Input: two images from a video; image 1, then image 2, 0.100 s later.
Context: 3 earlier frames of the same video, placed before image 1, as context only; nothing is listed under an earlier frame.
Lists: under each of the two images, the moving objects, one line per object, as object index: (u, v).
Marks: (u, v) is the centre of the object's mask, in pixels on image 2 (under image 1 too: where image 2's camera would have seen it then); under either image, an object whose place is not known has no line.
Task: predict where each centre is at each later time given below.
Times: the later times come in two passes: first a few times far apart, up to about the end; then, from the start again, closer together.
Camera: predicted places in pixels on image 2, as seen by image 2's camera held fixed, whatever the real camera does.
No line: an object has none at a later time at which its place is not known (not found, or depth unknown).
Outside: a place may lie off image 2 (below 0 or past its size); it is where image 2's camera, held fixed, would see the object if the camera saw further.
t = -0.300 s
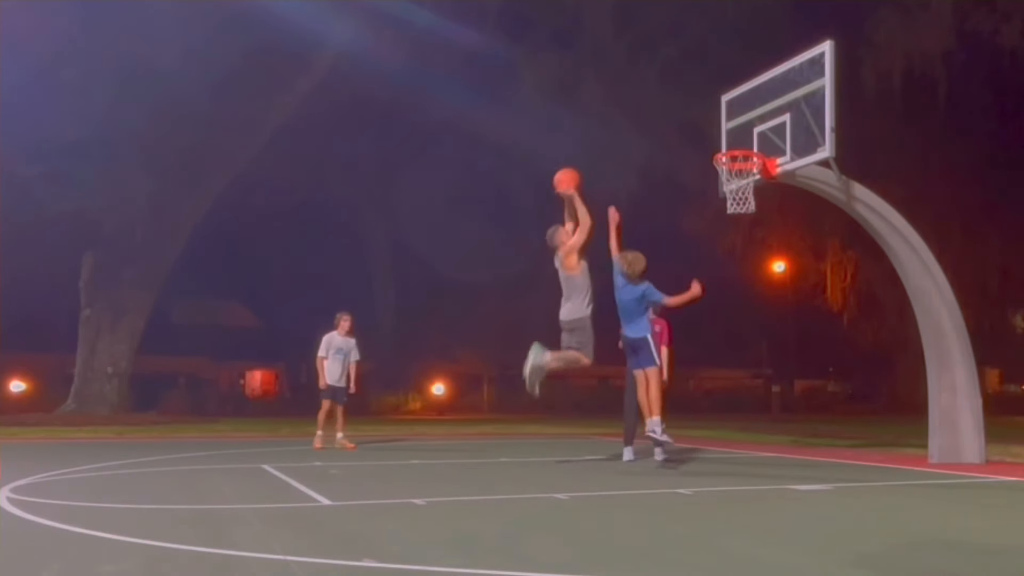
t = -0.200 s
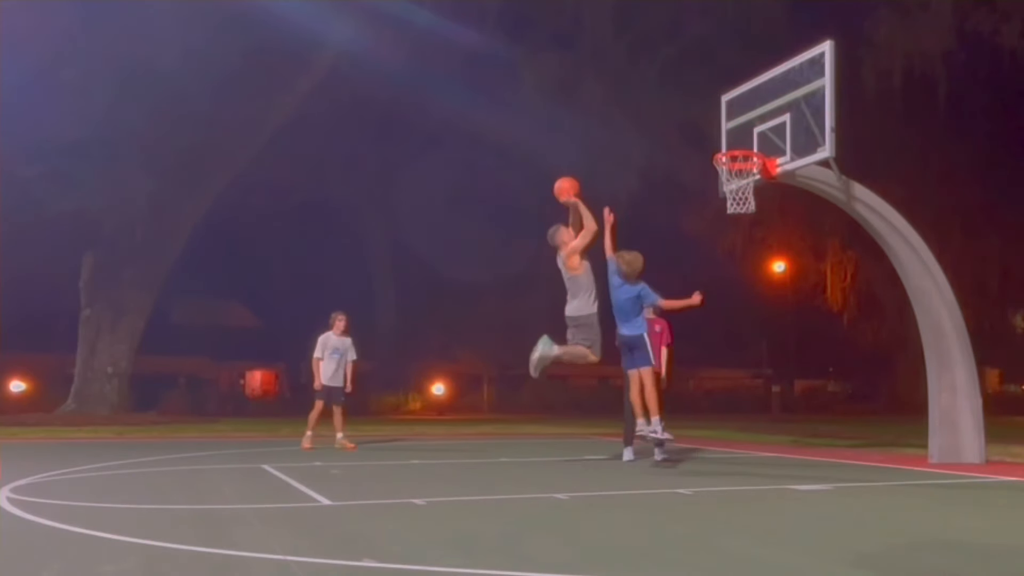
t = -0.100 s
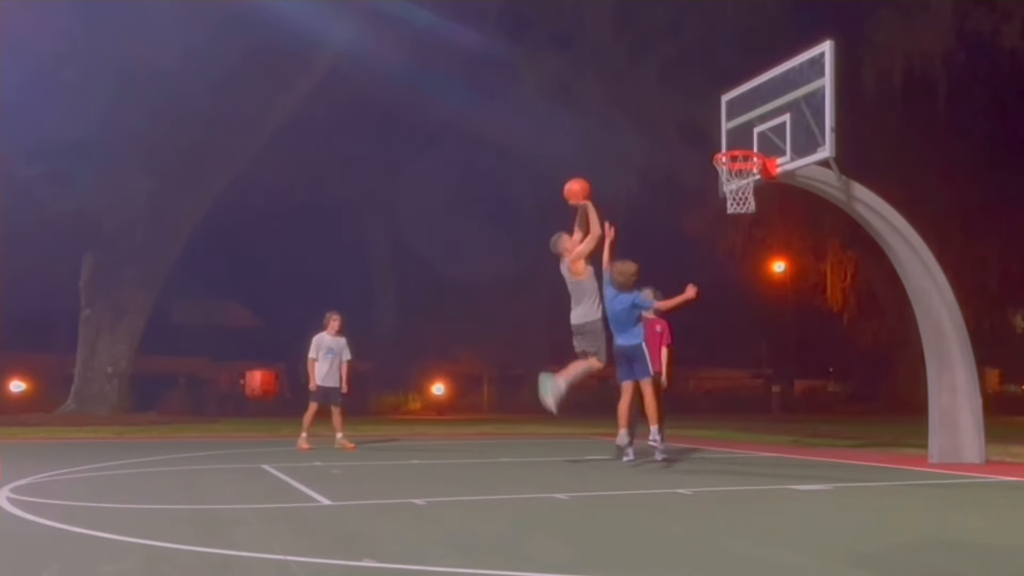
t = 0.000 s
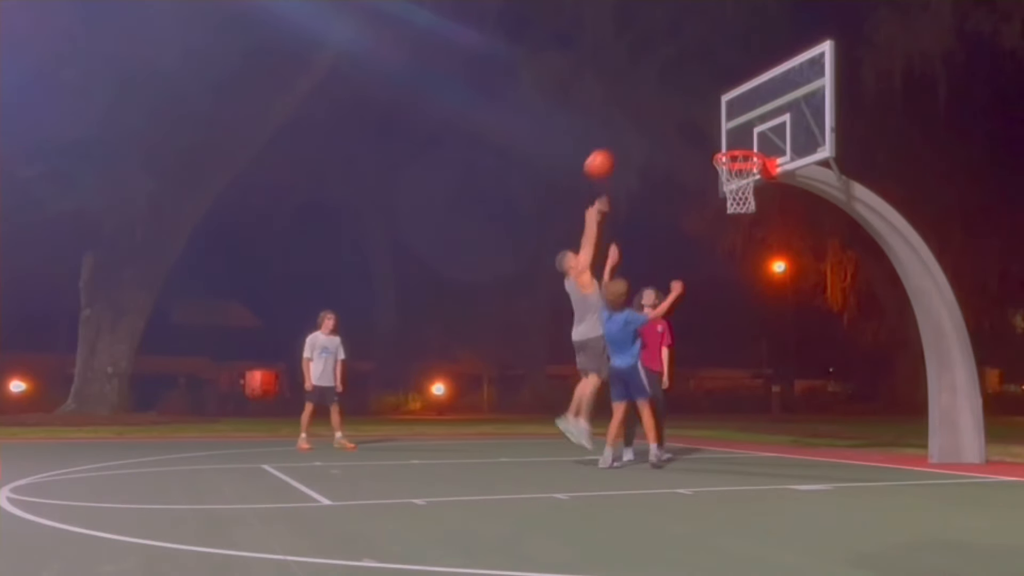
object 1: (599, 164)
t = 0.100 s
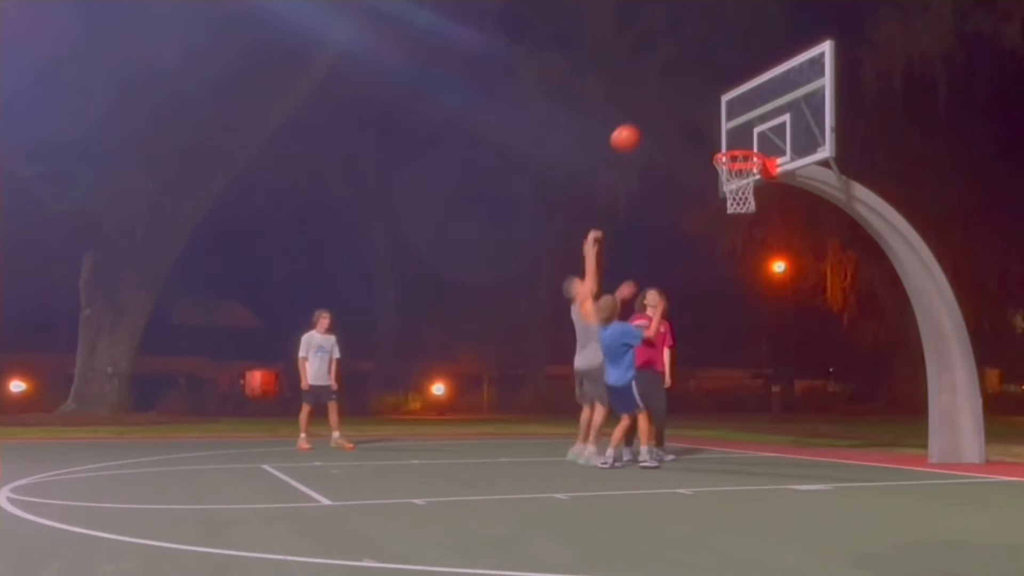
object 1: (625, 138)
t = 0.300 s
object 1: (676, 117)
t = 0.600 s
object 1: (747, 155)
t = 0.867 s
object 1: (717, 245)
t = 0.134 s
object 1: (634, 132)
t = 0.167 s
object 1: (642, 127)
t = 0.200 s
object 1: (651, 123)
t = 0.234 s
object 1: (659, 120)
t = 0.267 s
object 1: (668, 118)
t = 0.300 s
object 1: (676, 117)
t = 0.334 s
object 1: (685, 118)
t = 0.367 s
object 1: (693, 119)
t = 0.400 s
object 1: (701, 122)
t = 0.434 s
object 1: (708, 126)
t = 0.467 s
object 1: (715, 130)
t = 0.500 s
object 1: (724, 136)
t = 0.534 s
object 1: (733, 141)
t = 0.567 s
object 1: (740, 147)
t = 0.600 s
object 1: (747, 155)
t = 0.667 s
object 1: (742, 173)
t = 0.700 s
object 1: (730, 188)
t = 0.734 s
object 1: (730, 200)
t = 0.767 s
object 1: (726, 211)
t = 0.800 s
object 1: (724, 219)
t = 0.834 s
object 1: (720, 231)
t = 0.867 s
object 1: (717, 245)
